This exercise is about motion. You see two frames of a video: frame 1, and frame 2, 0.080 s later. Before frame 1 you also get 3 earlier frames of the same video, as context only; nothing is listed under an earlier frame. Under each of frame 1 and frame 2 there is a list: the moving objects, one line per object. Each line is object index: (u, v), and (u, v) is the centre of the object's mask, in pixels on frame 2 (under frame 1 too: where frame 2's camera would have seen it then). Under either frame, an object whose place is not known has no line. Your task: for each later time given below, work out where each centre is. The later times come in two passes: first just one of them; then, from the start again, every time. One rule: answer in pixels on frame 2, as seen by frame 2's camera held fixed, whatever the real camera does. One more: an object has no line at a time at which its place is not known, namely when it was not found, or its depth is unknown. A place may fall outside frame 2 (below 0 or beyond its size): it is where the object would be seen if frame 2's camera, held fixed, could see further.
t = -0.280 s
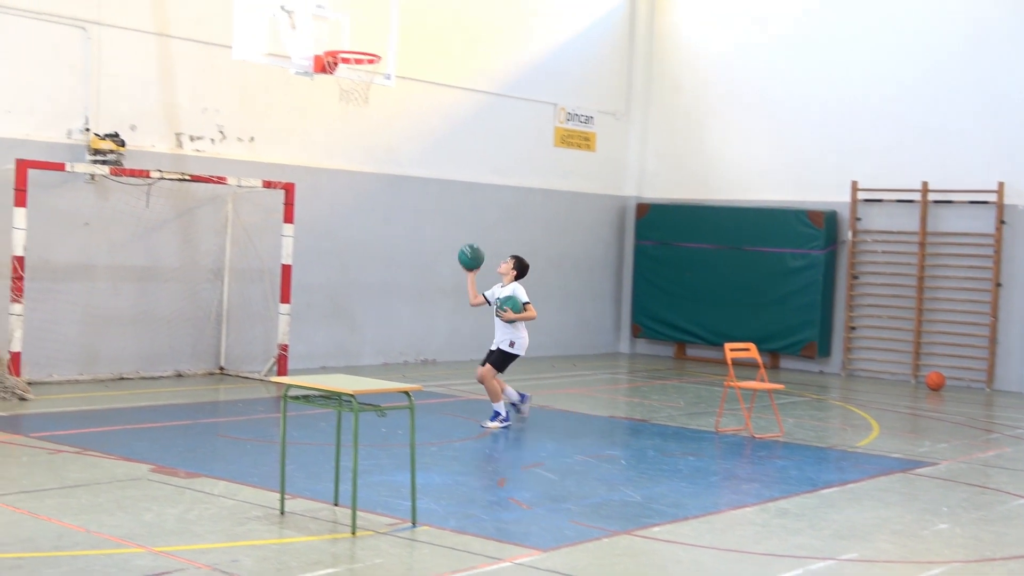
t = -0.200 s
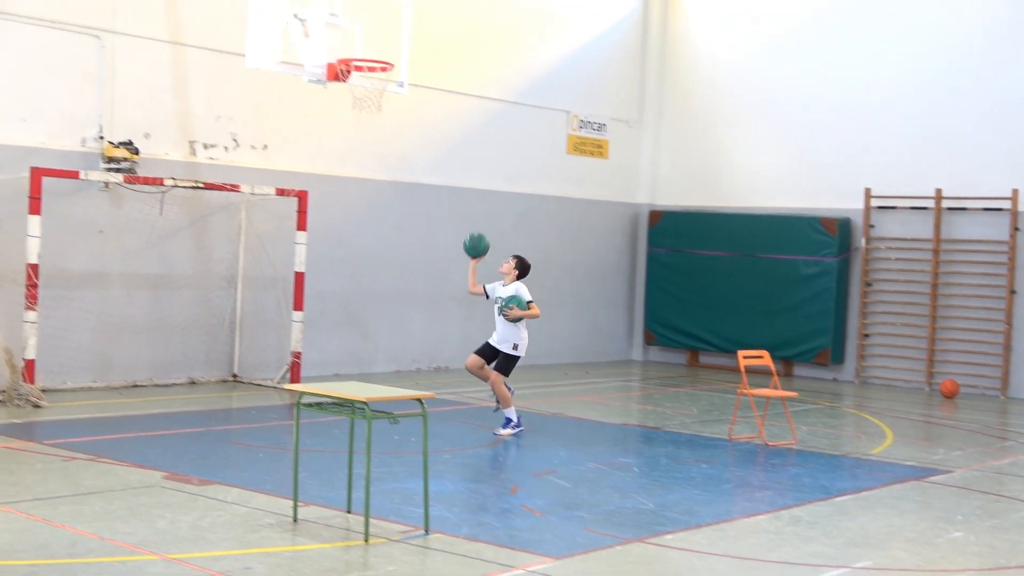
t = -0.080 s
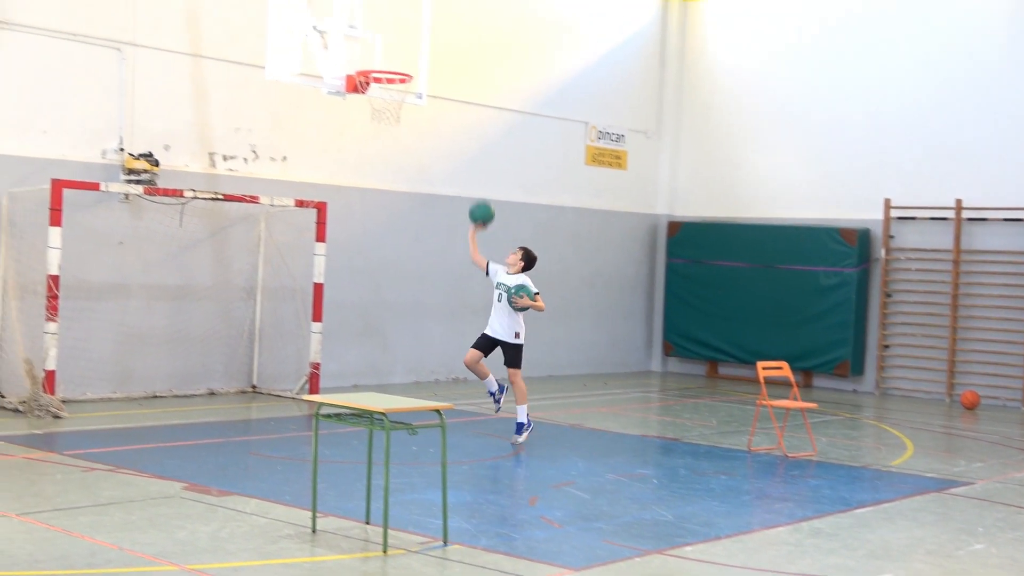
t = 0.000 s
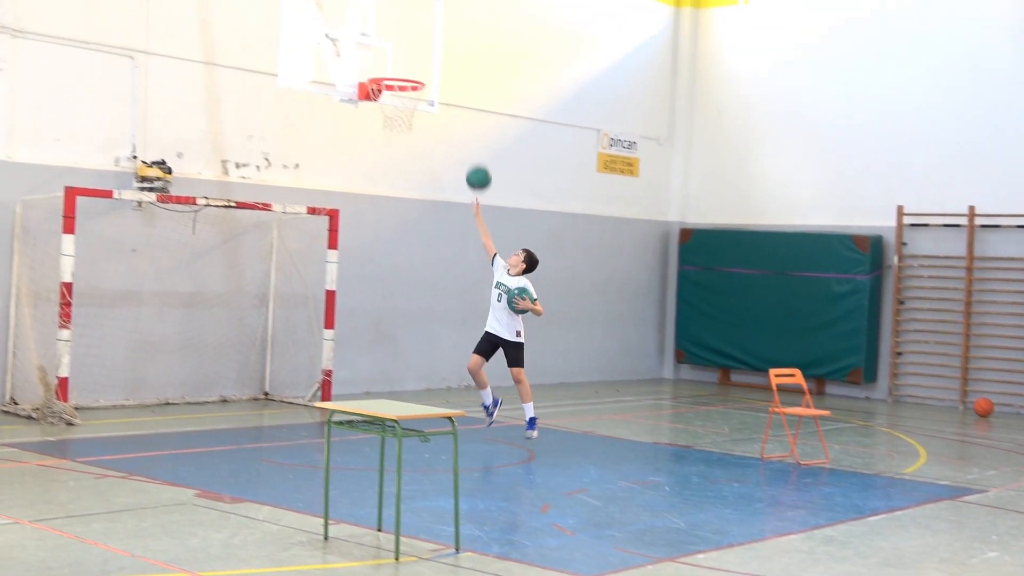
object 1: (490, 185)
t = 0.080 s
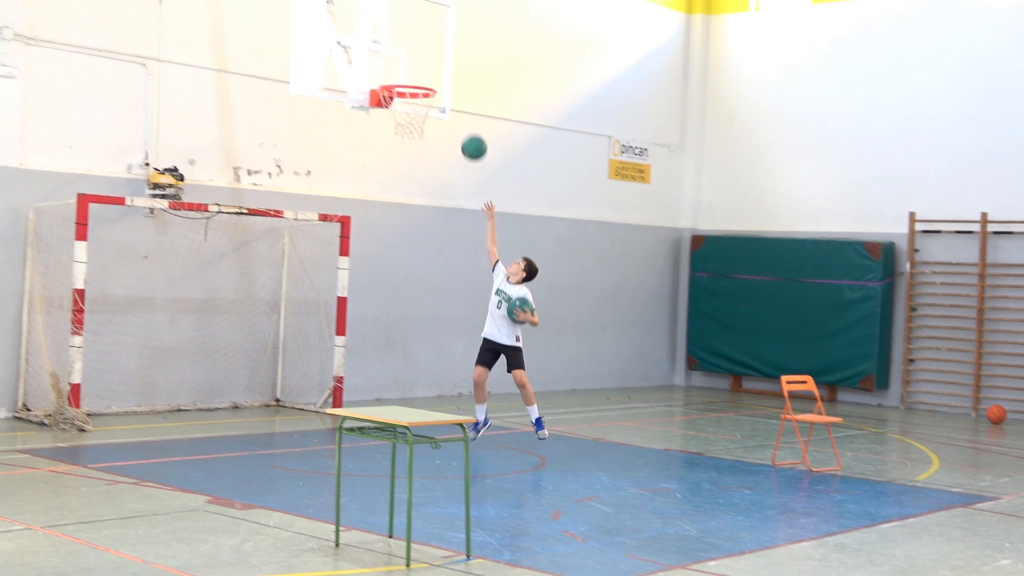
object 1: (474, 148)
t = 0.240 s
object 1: (444, 95)
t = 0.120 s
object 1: (466, 132)
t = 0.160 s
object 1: (458, 118)
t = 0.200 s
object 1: (449, 105)
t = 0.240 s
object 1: (444, 95)
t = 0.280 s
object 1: (436, 84)
